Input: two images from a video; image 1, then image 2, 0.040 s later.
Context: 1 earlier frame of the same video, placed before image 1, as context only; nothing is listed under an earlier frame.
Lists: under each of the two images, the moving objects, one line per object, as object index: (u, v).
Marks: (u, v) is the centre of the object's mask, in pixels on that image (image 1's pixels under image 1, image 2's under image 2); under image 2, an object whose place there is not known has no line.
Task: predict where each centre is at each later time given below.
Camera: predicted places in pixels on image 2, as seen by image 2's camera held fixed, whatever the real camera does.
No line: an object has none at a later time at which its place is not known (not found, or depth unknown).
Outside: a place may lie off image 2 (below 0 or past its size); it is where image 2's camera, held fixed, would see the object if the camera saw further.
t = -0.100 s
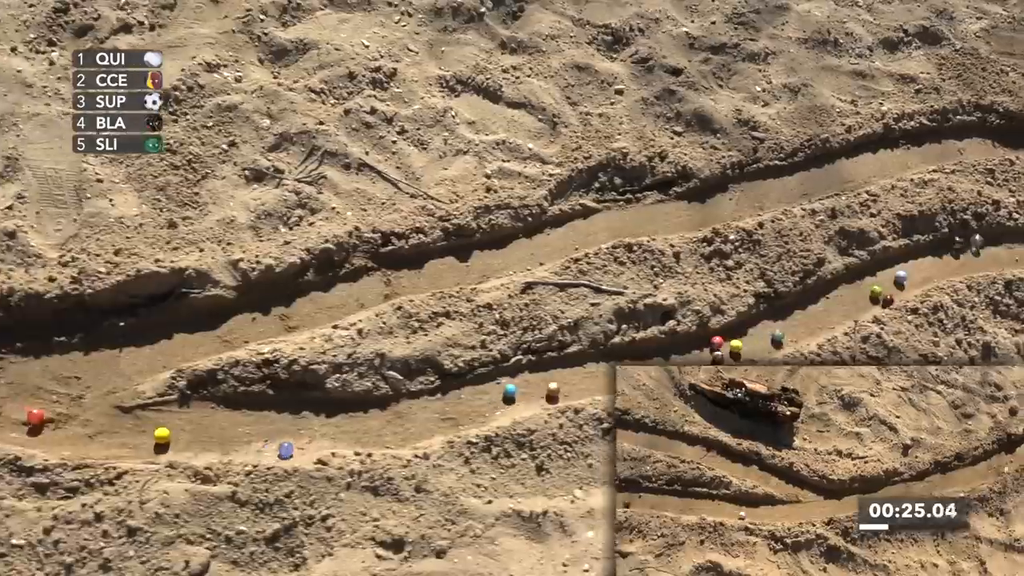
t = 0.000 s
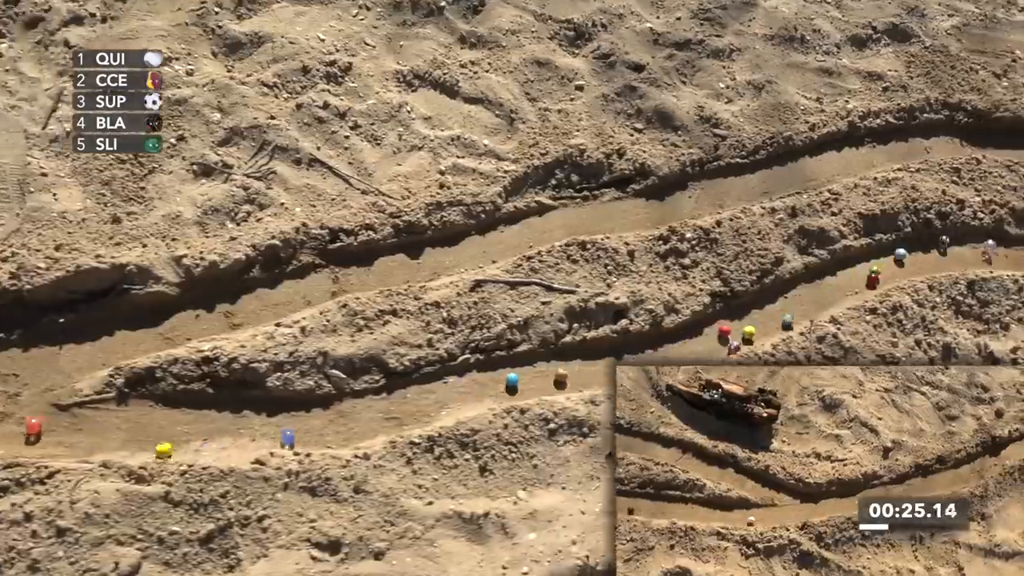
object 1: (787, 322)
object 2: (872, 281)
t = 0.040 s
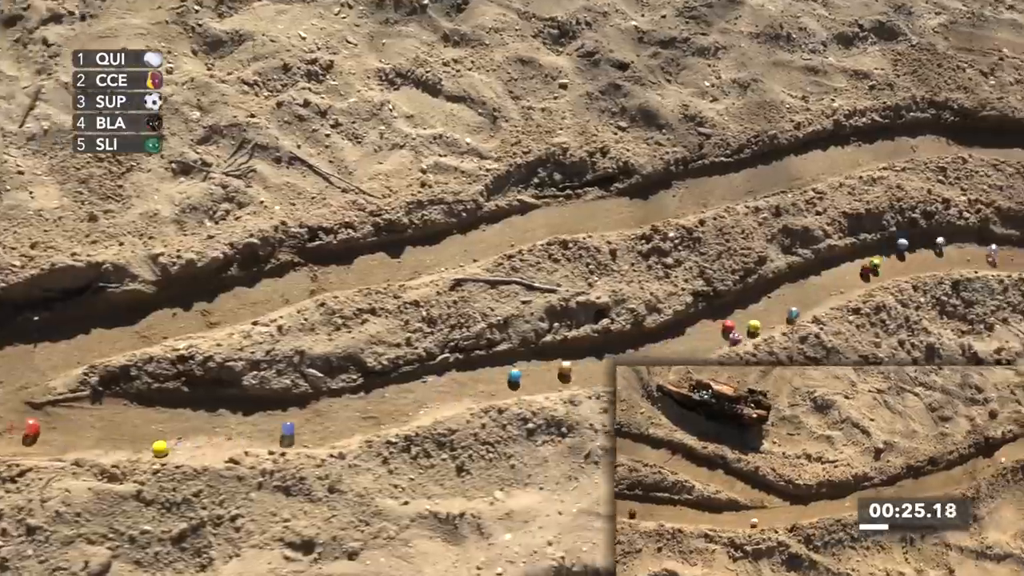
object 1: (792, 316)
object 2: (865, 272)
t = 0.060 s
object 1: (803, 313)
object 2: (872, 266)
